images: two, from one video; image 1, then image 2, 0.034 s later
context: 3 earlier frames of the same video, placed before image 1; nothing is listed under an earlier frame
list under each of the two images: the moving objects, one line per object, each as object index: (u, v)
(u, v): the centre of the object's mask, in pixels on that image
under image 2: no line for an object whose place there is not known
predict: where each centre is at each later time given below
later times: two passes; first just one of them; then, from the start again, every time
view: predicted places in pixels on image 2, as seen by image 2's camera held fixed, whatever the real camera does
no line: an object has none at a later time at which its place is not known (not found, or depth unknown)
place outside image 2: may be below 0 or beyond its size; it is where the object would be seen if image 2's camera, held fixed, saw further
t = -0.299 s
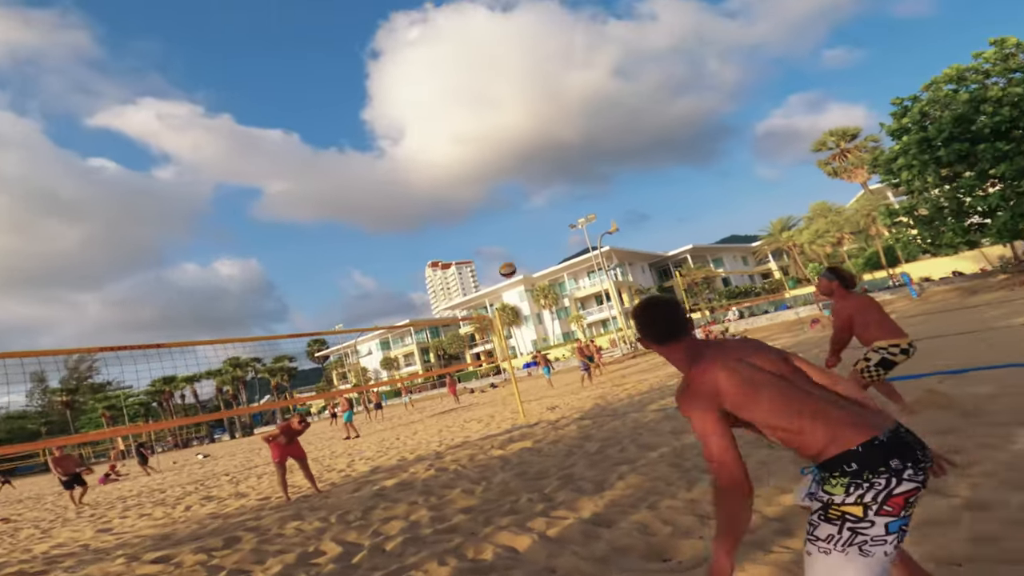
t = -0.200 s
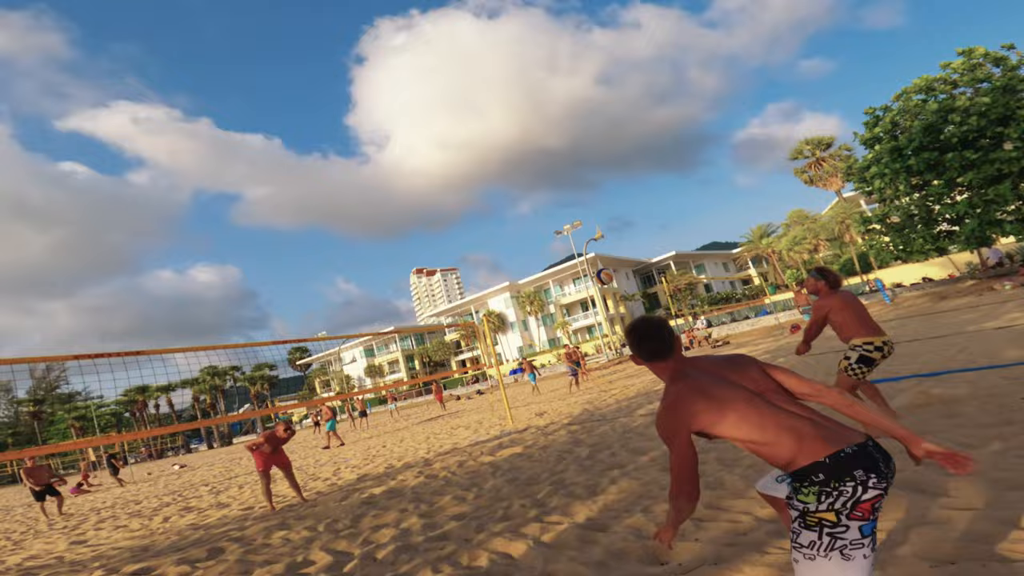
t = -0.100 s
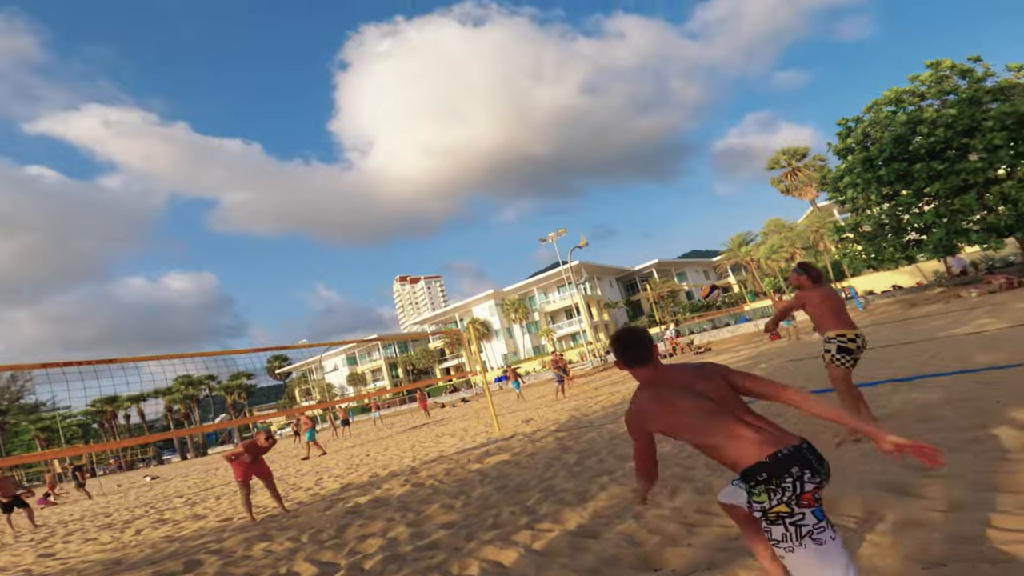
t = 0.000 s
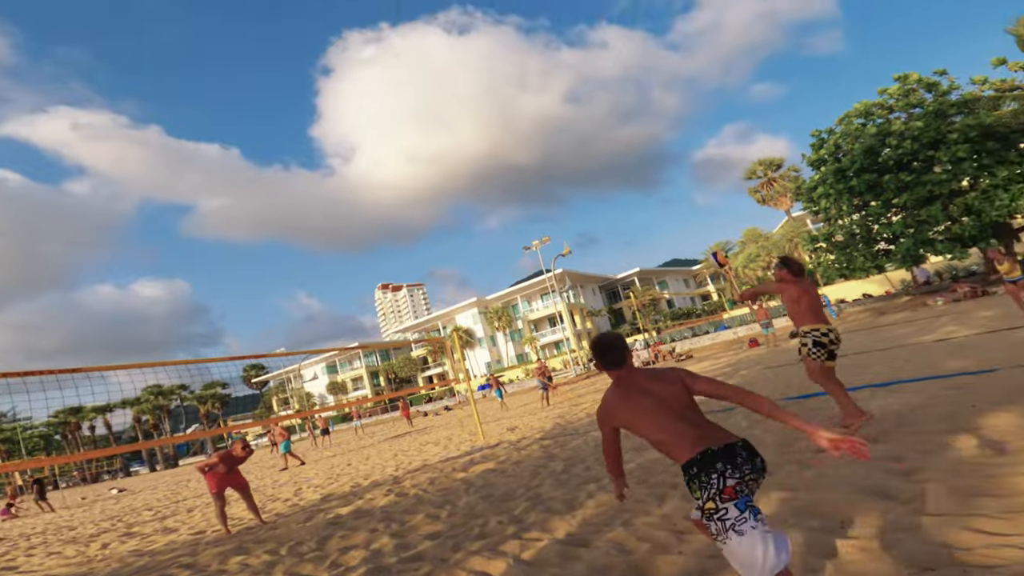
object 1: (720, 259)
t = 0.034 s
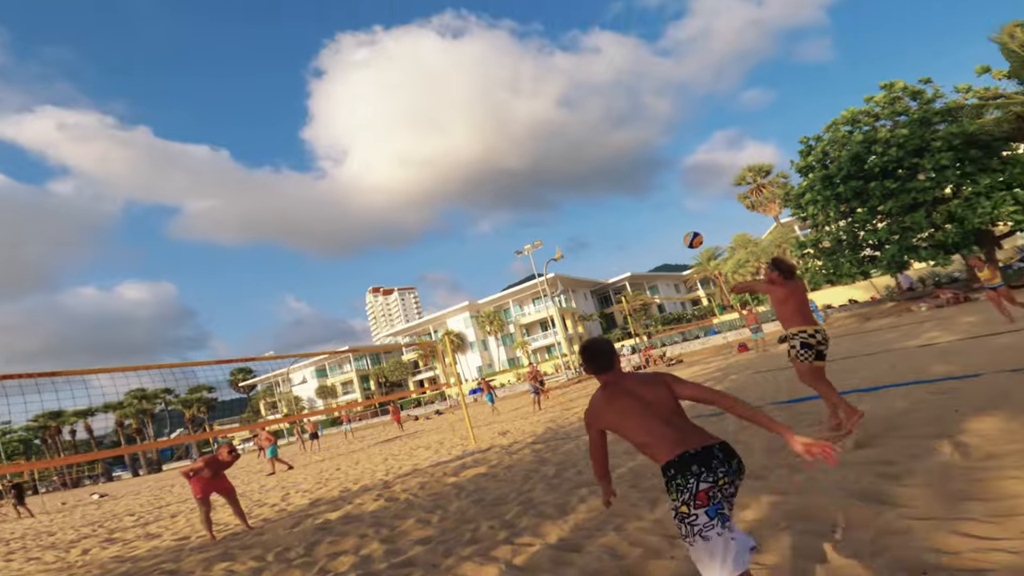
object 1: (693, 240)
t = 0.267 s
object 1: (609, 108)
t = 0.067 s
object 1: (678, 216)
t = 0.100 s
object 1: (664, 195)
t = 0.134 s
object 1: (651, 175)
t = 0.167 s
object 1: (639, 156)
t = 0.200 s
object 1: (628, 138)
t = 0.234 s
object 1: (618, 122)
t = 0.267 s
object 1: (609, 108)
